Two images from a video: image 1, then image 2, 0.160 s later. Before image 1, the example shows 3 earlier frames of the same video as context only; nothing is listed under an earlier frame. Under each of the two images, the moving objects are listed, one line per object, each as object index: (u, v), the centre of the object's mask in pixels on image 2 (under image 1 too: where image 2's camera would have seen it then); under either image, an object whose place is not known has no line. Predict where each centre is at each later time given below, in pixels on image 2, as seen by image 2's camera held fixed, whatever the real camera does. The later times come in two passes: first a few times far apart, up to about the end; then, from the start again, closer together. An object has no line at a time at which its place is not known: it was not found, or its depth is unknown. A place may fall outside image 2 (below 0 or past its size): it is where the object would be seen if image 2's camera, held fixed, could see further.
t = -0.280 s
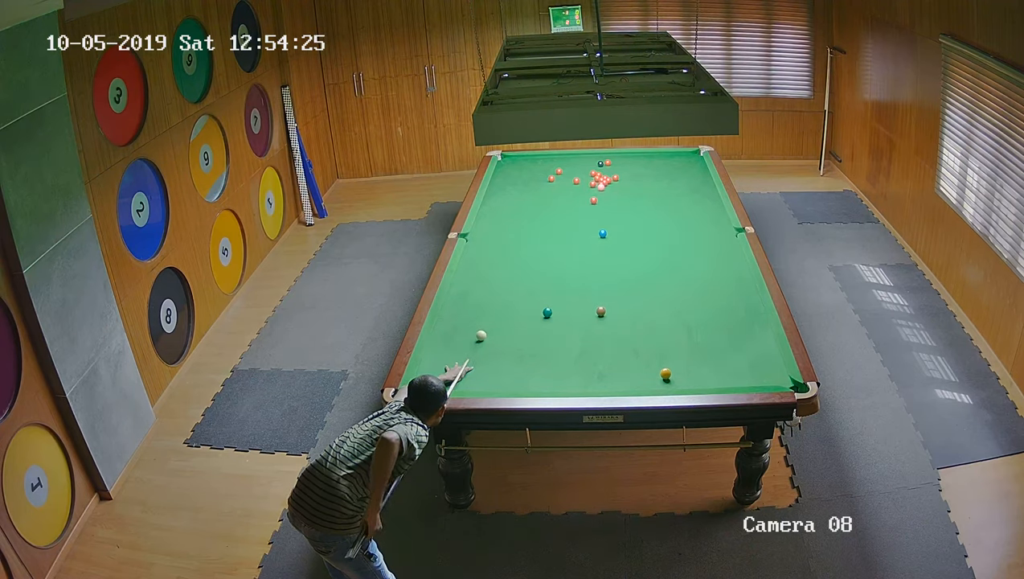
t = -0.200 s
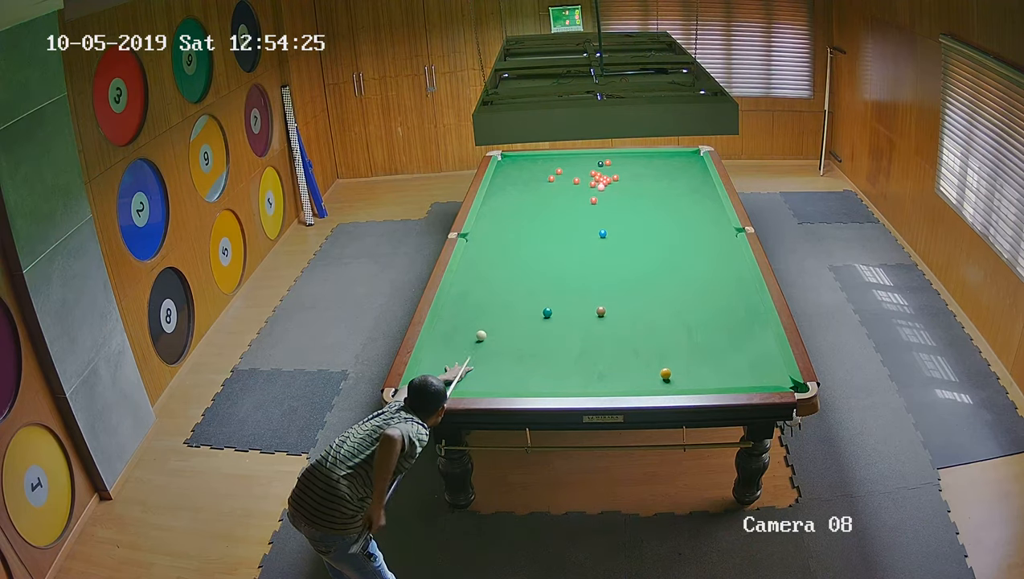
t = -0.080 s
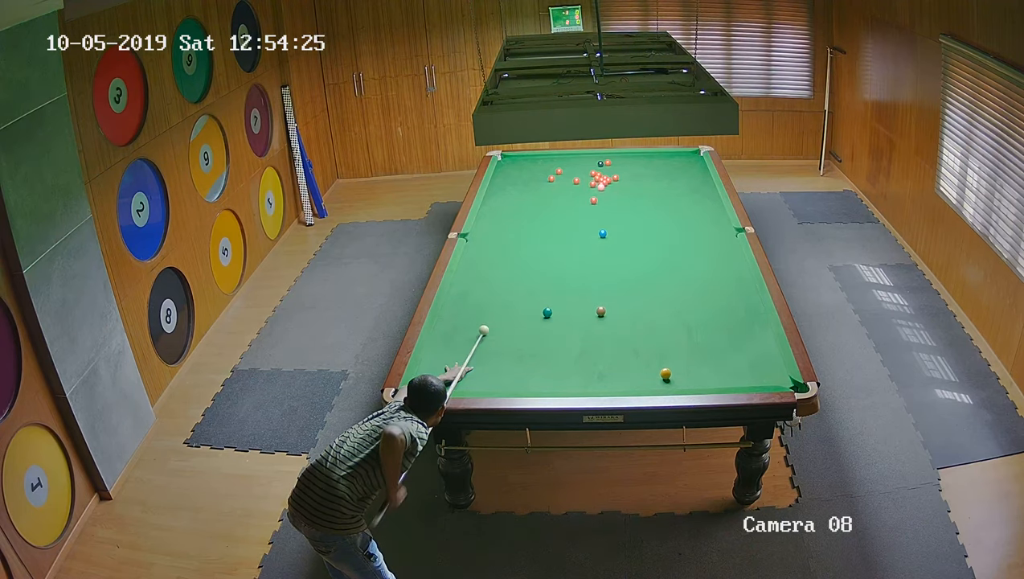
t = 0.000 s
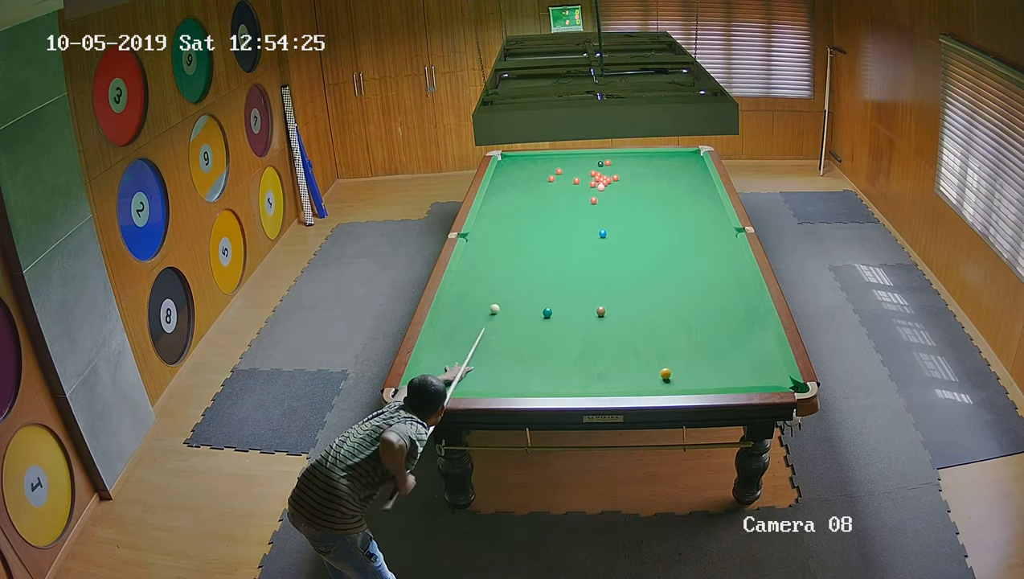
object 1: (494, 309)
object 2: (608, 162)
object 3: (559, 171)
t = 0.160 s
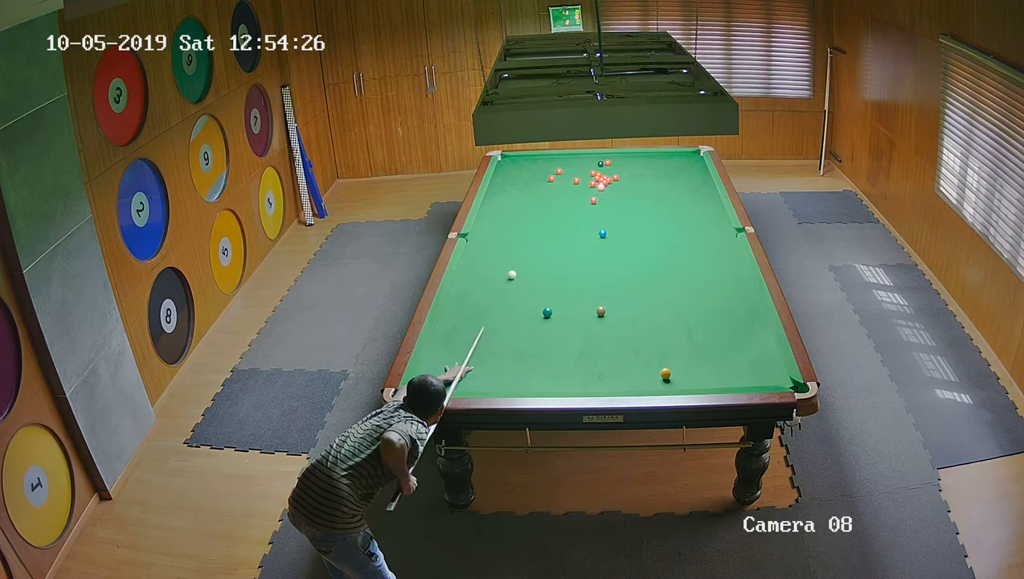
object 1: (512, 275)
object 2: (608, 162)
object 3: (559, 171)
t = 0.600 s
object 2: (608, 162)
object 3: (559, 171)
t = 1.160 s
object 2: (608, 162)
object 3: (550, 169)
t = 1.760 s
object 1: (606, 162)
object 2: (626, 170)
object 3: (521, 163)
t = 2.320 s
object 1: (613, 165)
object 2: (658, 184)
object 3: (502, 159)
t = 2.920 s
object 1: (619, 167)
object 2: (692, 200)
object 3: (516, 156)
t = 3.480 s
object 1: (621, 168)
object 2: (723, 214)
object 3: (523, 157)
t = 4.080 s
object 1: (621, 168)
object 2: (714, 226)
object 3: (528, 157)
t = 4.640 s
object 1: (621, 168)
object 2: (706, 235)
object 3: (530, 157)
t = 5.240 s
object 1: (621, 168)
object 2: (698, 245)
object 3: (530, 157)
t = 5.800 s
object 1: (621, 168)
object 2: (693, 251)
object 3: (530, 156)
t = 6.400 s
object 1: (621, 168)
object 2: (688, 256)
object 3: (530, 158)
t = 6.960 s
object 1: (621, 168)
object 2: (685, 259)
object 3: (530, 158)
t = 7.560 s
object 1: (621, 168)
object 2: (684, 260)
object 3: (530, 158)
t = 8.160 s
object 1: (621, 168)
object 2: (684, 260)
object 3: (530, 158)
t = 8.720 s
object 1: (621, 168)
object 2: (684, 260)
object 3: (530, 157)
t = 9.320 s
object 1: (621, 168)
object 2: (684, 260)
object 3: (530, 157)
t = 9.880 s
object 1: (621, 168)
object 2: (684, 260)
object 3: (530, 157)
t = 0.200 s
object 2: (608, 162)
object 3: (559, 171)
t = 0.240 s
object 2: (608, 162)
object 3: (559, 171)
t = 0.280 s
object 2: (608, 162)
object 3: (559, 171)
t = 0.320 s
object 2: (608, 162)
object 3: (559, 171)
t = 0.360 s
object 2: (608, 162)
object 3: (559, 171)
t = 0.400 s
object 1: (530, 238)
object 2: (608, 162)
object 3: (559, 171)
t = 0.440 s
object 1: (533, 232)
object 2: (608, 162)
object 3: (559, 171)
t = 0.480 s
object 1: (536, 227)
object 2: (608, 162)
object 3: (559, 171)
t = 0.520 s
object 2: (608, 162)
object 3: (559, 171)
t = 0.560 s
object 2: (608, 162)
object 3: (559, 171)
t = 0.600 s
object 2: (608, 162)
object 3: (559, 171)
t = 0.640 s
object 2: (608, 162)
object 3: (559, 171)
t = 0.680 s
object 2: (608, 162)
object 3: (559, 171)
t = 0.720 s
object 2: (608, 162)
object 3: (559, 171)
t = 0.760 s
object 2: (608, 162)
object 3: (559, 171)
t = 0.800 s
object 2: (608, 162)
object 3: (559, 171)
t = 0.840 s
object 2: (608, 162)
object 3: (559, 171)
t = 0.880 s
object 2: (608, 162)
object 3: (559, 171)
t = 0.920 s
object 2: (608, 162)
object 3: (559, 171)
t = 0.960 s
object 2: (608, 162)
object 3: (558, 171)
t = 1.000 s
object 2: (608, 162)
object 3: (558, 171)
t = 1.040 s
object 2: (608, 162)
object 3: (557, 171)
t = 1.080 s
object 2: (608, 162)
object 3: (554, 170)
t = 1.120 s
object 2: (608, 162)
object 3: (553, 170)
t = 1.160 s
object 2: (608, 162)
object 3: (550, 169)
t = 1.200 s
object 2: (608, 162)
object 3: (548, 169)
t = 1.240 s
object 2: (608, 162)
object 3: (546, 168)
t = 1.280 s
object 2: (608, 162)
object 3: (544, 168)
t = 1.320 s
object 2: (608, 162)
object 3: (542, 167)
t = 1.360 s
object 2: (608, 162)
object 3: (540, 167)
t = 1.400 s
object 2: (608, 162)
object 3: (538, 167)
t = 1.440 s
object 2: (608, 162)
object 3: (536, 166)
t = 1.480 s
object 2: (608, 163)
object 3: (534, 166)
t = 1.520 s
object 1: (604, 161)
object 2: (611, 164)
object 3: (532, 166)
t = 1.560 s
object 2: (613, 165)
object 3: (530, 165)
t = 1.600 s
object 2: (616, 166)
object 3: (529, 165)
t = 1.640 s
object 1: (605, 161)
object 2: (619, 167)
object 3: (527, 164)
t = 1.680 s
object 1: (605, 162)
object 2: (621, 168)
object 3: (525, 164)
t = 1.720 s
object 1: (606, 162)
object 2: (624, 170)
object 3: (523, 164)
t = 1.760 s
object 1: (606, 162)
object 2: (626, 170)
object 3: (521, 163)
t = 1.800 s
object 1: (607, 163)
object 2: (628, 171)
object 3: (519, 163)
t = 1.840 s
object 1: (607, 163)
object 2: (630, 172)
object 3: (518, 163)
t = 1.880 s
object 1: (608, 163)
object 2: (633, 173)
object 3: (517, 162)
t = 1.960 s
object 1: (609, 163)
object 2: (637, 175)
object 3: (513, 162)
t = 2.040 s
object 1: (610, 164)
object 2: (642, 177)
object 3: (510, 161)
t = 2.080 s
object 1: (611, 164)
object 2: (644, 178)
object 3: (508, 161)
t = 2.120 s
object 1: (611, 164)
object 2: (646, 179)
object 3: (507, 160)
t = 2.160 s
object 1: (612, 164)
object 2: (649, 180)
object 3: (505, 160)
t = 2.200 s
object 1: (612, 165)
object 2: (651, 181)
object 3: (504, 160)
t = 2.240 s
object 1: (613, 165)
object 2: (653, 182)
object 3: (502, 160)
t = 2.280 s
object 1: (613, 165)
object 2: (656, 183)
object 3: (501, 159)
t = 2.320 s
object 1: (613, 165)
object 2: (658, 184)
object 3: (502, 159)
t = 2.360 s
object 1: (614, 165)
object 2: (660, 185)
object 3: (503, 159)
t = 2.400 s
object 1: (614, 165)
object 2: (663, 186)
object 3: (504, 158)
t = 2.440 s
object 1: (614, 166)
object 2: (665, 187)
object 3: (505, 158)
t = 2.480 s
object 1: (615, 166)
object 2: (667, 188)
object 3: (506, 158)
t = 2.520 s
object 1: (615, 166)
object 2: (669, 189)
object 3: (507, 158)
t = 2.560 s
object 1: (616, 166)
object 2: (672, 190)
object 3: (508, 157)
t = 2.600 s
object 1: (616, 166)
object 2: (674, 191)
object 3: (509, 157)
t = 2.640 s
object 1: (616, 166)
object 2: (676, 192)
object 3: (511, 157)
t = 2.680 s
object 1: (617, 166)
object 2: (679, 193)
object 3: (511, 157)
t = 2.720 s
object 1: (617, 167)
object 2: (681, 194)
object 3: (512, 157)
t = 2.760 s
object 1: (617, 167)
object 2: (683, 195)
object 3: (513, 156)
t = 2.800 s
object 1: (618, 167)
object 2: (685, 196)
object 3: (514, 156)
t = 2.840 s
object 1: (618, 167)
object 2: (688, 197)
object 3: (515, 156)
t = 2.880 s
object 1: (618, 167)
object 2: (690, 199)
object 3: (515, 156)
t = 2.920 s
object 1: (619, 167)
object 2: (692, 200)
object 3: (516, 156)
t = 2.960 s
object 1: (619, 167)
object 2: (695, 200)
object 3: (517, 156)
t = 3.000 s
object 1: (619, 167)
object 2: (697, 202)
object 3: (517, 156)
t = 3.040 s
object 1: (619, 167)
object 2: (699, 203)
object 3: (517, 156)
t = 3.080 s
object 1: (619, 167)
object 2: (701, 204)
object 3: (518, 156)
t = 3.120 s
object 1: (620, 167)
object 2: (704, 205)
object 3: (519, 157)
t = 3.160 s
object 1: (620, 168)
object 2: (706, 206)
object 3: (519, 157)
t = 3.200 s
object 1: (620, 168)
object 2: (708, 207)
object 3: (520, 157)
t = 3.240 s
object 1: (620, 168)
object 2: (710, 208)
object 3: (521, 157)
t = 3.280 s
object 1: (620, 168)
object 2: (713, 209)
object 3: (521, 157)
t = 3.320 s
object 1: (620, 168)
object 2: (714, 210)
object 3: (521, 157)
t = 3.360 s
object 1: (620, 168)
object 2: (717, 211)
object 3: (522, 157)
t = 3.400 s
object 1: (621, 168)
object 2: (719, 212)
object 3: (522, 157)
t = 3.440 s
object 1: (621, 168)
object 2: (721, 213)
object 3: (523, 157)
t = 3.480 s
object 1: (621, 168)
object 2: (723, 214)
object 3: (523, 157)
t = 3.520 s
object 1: (621, 168)
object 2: (724, 215)
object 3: (524, 157)
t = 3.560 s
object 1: (621, 168)
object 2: (723, 216)
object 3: (524, 157)
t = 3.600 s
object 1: (621, 168)
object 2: (722, 216)
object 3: (525, 157)
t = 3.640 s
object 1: (621, 168)
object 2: (722, 217)
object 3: (525, 157)
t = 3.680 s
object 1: (621, 168)
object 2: (721, 218)
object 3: (526, 157)
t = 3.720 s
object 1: (621, 168)
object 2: (720, 219)
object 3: (526, 157)
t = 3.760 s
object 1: (621, 168)
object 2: (720, 220)
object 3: (526, 157)
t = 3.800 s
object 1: (621, 168)
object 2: (719, 220)
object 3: (526, 157)
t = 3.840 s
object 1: (621, 168)
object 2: (718, 221)
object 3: (527, 157)
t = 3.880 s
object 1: (621, 168)
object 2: (718, 222)
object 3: (527, 157)
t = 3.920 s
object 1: (621, 168)
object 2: (717, 223)
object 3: (528, 157)
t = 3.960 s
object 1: (621, 168)
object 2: (716, 223)
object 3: (528, 157)
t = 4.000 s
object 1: (621, 168)
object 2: (715, 224)
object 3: (528, 157)
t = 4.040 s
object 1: (621, 168)
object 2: (715, 225)
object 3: (528, 157)
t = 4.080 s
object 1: (621, 168)
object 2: (714, 226)
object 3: (528, 157)
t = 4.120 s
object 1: (621, 168)
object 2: (714, 226)
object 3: (529, 157)
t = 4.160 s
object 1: (621, 168)
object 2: (713, 227)
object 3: (529, 157)
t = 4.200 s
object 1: (621, 168)
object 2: (712, 228)
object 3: (529, 157)
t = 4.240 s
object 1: (621, 168)
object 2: (712, 229)
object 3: (529, 157)
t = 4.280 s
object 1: (621, 168)
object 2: (711, 229)
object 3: (529, 157)
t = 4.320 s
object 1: (621, 168)
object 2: (710, 230)
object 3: (529, 157)
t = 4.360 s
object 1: (621, 168)
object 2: (710, 231)
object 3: (530, 157)
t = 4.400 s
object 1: (621, 168)
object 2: (709, 231)
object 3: (530, 157)
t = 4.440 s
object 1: (621, 168)
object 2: (709, 232)
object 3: (530, 157)
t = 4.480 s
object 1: (621, 168)
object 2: (708, 233)
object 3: (530, 157)
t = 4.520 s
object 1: (621, 168)
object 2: (707, 233)
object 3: (530, 157)
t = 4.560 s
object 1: (621, 168)
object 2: (707, 234)
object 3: (530, 157)
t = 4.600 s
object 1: (621, 168)
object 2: (706, 235)
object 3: (530, 157)
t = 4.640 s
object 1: (621, 168)
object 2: (706, 235)
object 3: (530, 157)
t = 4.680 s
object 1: (621, 168)
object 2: (705, 236)
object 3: (530, 157)
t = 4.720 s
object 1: (621, 168)
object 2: (705, 237)
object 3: (530, 157)
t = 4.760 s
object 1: (621, 168)
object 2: (704, 237)
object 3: (530, 157)
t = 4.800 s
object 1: (621, 168)
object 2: (704, 238)
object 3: (530, 157)
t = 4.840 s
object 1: (621, 168)
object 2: (703, 239)
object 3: (530, 157)
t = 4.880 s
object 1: (621, 168)
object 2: (703, 239)
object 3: (530, 157)
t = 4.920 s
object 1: (621, 168)
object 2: (702, 240)
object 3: (530, 157)
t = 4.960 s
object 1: (621, 168)
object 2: (702, 240)
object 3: (530, 157)
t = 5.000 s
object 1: (621, 168)
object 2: (701, 241)
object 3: (530, 157)
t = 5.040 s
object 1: (621, 168)
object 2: (701, 242)
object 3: (530, 157)
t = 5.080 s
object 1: (621, 168)
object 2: (700, 242)
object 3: (530, 157)
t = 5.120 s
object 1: (621, 168)
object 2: (700, 243)
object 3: (530, 157)
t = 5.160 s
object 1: (621, 168)
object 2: (699, 244)
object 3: (530, 157)
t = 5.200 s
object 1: (621, 168)
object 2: (699, 244)
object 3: (530, 157)
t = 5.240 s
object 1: (621, 168)
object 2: (698, 245)
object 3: (530, 157)
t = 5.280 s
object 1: (621, 168)
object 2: (698, 245)
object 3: (530, 157)
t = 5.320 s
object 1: (621, 168)
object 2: (697, 246)
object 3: (530, 157)
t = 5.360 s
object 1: (621, 168)
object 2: (697, 246)
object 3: (530, 157)
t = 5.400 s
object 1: (621, 168)
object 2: (697, 247)
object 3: (530, 157)
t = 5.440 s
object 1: (621, 168)
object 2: (696, 247)
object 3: (530, 157)
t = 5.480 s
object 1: (621, 168)
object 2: (696, 248)
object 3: (530, 157)
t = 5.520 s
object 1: (621, 168)
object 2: (696, 248)
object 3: (531, 156)
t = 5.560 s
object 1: (621, 168)
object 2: (695, 249)
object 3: (531, 156)
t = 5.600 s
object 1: (621, 168)
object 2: (695, 249)
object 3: (530, 156)
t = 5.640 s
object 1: (621, 168)
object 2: (695, 250)
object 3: (530, 156)
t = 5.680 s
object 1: (621, 168)
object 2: (694, 250)
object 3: (531, 155)
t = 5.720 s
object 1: (621, 168)
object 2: (694, 250)
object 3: (531, 155)
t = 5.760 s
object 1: (621, 168)
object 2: (693, 251)
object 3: (530, 156)
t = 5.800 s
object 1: (621, 168)
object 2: (693, 251)
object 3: (530, 156)
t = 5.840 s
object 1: (621, 168)
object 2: (692, 252)
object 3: (530, 157)
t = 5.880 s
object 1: (621, 168)
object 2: (692, 252)
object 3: (530, 157)
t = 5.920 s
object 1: (621, 168)
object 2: (692, 253)
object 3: (530, 157)
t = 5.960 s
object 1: (621, 168)
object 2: (692, 253)
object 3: (530, 157)
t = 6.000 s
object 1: (621, 168)
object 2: (691, 253)
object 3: (530, 157)
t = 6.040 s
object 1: (621, 168)
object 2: (691, 254)
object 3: (530, 157)
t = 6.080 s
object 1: (621, 168)
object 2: (691, 254)
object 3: (530, 157)
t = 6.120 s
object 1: (621, 168)
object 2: (690, 254)
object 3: (530, 157)
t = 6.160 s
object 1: (621, 168)
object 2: (690, 255)
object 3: (530, 157)
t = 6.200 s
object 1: (621, 168)
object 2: (690, 255)
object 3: (530, 157)
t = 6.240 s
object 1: (621, 168)
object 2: (689, 255)
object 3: (530, 158)
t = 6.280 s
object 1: (621, 168)
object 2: (689, 256)
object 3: (530, 158)
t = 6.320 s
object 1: (621, 168)
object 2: (689, 256)
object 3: (530, 158)
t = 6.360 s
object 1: (621, 168)
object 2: (688, 256)
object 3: (530, 158)
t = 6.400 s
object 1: (621, 168)
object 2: (688, 256)
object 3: (530, 158)
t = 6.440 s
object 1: (621, 168)
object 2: (688, 257)
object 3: (530, 158)
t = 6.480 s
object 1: (621, 168)
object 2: (688, 257)
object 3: (530, 158)
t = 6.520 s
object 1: (621, 168)
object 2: (687, 257)
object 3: (530, 158)
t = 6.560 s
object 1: (621, 168)
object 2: (687, 257)
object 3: (530, 158)
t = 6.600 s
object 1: (621, 168)
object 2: (687, 257)
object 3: (530, 158)
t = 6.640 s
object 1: (621, 168)
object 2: (686, 258)
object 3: (530, 158)
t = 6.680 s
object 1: (621, 168)
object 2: (686, 258)
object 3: (530, 158)
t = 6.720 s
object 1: (621, 168)
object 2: (686, 258)
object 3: (530, 158)
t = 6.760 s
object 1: (621, 168)
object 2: (686, 258)
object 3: (530, 158)
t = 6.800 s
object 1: (621, 168)
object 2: (686, 258)
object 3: (530, 158)
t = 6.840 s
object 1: (621, 168)
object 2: (685, 259)
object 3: (530, 157)
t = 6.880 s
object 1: (621, 168)
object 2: (685, 259)
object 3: (530, 158)
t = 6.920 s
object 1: (621, 168)
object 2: (685, 259)
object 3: (530, 158)
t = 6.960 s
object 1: (621, 168)
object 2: (685, 259)
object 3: (530, 158)
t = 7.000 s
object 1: (621, 168)
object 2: (685, 259)
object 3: (530, 158)
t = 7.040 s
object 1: (621, 168)
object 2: (685, 259)
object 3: (530, 158)
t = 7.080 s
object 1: (621, 168)
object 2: (684, 259)
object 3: (530, 158)
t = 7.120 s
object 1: (621, 168)
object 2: (684, 260)
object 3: (530, 157)
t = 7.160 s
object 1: (621, 168)
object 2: (684, 260)
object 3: (530, 157)
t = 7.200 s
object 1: (621, 168)
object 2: (684, 260)
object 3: (530, 158)
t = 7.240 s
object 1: (621, 168)
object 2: (684, 260)
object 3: (530, 157)
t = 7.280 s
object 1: (621, 168)
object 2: (684, 260)
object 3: (530, 157)
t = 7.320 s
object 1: (621, 168)
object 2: (684, 260)
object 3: (530, 157)
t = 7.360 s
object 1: (621, 168)
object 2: (684, 260)
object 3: (530, 157)
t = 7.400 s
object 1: (621, 168)
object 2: (684, 260)
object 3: (530, 158)
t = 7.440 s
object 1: (621, 168)
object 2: (684, 260)
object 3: (530, 157)
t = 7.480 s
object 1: (621, 168)
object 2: (684, 260)
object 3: (530, 157)
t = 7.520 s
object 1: (621, 168)
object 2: (684, 260)
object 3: (530, 158)
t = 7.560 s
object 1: (621, 168)
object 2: (684, 260)
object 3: (530, 158)
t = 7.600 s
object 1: (621, 168)
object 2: (684, 260)
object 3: (530, 157)
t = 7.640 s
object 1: (621, 168)
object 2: (684, 260)
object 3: (530, 157)
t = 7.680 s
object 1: (621, 168)
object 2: (684, 260)
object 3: (530, 158)
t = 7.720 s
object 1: (621, 168)
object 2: (684, 260)
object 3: (530, 158)
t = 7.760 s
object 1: (621, 168)
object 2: (684, 260)
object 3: (530, 158)
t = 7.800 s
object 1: (621, 168)
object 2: (684, 260)
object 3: (530, 158)
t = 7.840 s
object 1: (621, 168)
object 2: (684, 260)
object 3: (530, 158)
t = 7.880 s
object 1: (621, 168)
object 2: (684, 260)
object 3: (530, 157)
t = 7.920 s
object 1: (621, 168)
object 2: (685, 260)
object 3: (530, 158)
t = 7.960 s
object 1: (621, 168)
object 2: (684, 260)
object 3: (530, 158)
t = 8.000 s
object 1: (621, 168)
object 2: (684, 260)
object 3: (530, 158)
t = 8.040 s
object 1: (621, 168)
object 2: (684, 260)
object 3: (530, 158)
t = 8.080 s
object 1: (621, 168)
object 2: (684, 260)
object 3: (530, 157)
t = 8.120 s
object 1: (621, 168)
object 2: (684, 260)
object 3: (530, 157)
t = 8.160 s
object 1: (621, 168)
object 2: (684, 260)
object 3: (530, 158)
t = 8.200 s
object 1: (621, 168)
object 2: (684, 260)
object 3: (530, 158)
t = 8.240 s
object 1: (621, 168)
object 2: (684, 260)
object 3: (530, 157)
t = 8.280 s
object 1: (621, 168)
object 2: (684, 260)
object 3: (530, 157)
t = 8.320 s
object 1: (621, 168)
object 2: (684, 260)
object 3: (530, 157)
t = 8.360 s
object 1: (621, 168)
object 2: (684, 260)
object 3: (530, 157)
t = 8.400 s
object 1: (621, 168)
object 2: (684, 260)
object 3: (530, 157)
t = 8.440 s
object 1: (621, 168)
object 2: (684, 260)
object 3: (530, 157)
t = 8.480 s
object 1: (621, 168)
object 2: (684, 260)
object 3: (530, 157)
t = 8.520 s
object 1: (621, 168)
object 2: (684, 260)
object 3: (530, 157)
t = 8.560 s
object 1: (621, 168)
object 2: (684, 260)
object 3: (530, 157)
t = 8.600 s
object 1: (621, 168)
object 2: (684, 260)
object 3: (530, 157)
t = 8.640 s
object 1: (621, 168)
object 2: (684, 260)
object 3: (530, 157)
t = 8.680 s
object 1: (621, 168)
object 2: (684, 260)
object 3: (530, 157)
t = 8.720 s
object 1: (621, 168)
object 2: (684, 260)
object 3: (530, 157)
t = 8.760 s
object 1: (621, 168)
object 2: (684, 260)
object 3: (530, 158)
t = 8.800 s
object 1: (621, 168)
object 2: (684, 260)
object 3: (530, 157)
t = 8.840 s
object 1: (621, 168)
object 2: (684, 260)
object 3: (530, 157)
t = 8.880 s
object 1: (621, 168)
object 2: (684, 260)
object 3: (530, 157)
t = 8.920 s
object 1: (621, 168)
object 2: (684, 260)
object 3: (530, 157)
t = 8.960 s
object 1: (621, 168)
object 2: (684, 260)
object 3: (530, 158)
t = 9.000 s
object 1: (621, 168)
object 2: (684, 260)
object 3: (530, 157)
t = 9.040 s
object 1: (621, 168)
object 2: (684, 260)
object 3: (530, 157)
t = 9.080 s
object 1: (621, 168)
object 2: (684, 260)
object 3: (530, 157)
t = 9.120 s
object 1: (621, 168)
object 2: (684, 260)
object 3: (530, 157)
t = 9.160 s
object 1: (621, 168)
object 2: (684, 260)
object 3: (530, 157)
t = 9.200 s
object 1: (621, 168)
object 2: (684, 260)
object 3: (530, 157)
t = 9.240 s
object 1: (621, 168)
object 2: (684, 260)
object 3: (530, 157)
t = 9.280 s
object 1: (621, 168)
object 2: (684, 260)
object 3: (530, 157)
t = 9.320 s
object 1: (621, 168)
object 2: (684, 260)
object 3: (530, 157)
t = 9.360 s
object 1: (621, 168)
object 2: (684, 260)
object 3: (530, 157)
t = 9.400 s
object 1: (621, 168)
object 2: (684, 260)
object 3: (530, 157)
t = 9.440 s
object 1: (621, 168)
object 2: (684, 260)
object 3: (530, 157)
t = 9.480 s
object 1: (621, 168)
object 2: (684, 260)
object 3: (530, 157)
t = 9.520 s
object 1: (621, 168)
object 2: (684, 260)
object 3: (530, 157)
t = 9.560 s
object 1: (621, 168)
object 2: (684, 260)
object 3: (530, 157)
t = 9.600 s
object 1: (621, 168)
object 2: (684, 260)
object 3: (530, 157)
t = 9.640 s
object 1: (621, 168)
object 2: (684, 260)
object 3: (530, 157)
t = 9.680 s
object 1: (621, 168)
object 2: (684, 260)
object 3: (530, 158)
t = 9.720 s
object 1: (621, 168)
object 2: (684, 260)
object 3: (530, 157)
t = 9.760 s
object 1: (621, 168)
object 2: (684, 260)
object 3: (530, 158)
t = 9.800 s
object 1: (621, 168)
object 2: (684, 260)
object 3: (530, 157)
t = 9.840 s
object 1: (621, 168)
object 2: (684, 260)
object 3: (530, 157)
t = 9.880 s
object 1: (621, 168)
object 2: (684, 260)
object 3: (530, 157)
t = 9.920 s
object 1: (621, 168)
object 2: (684, 260)
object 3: (530, 157)
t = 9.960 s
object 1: (621, 168)
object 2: (684, 260)
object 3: (530, 157)
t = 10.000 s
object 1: (621, 168)
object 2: (684, 260)
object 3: (530, 157)
